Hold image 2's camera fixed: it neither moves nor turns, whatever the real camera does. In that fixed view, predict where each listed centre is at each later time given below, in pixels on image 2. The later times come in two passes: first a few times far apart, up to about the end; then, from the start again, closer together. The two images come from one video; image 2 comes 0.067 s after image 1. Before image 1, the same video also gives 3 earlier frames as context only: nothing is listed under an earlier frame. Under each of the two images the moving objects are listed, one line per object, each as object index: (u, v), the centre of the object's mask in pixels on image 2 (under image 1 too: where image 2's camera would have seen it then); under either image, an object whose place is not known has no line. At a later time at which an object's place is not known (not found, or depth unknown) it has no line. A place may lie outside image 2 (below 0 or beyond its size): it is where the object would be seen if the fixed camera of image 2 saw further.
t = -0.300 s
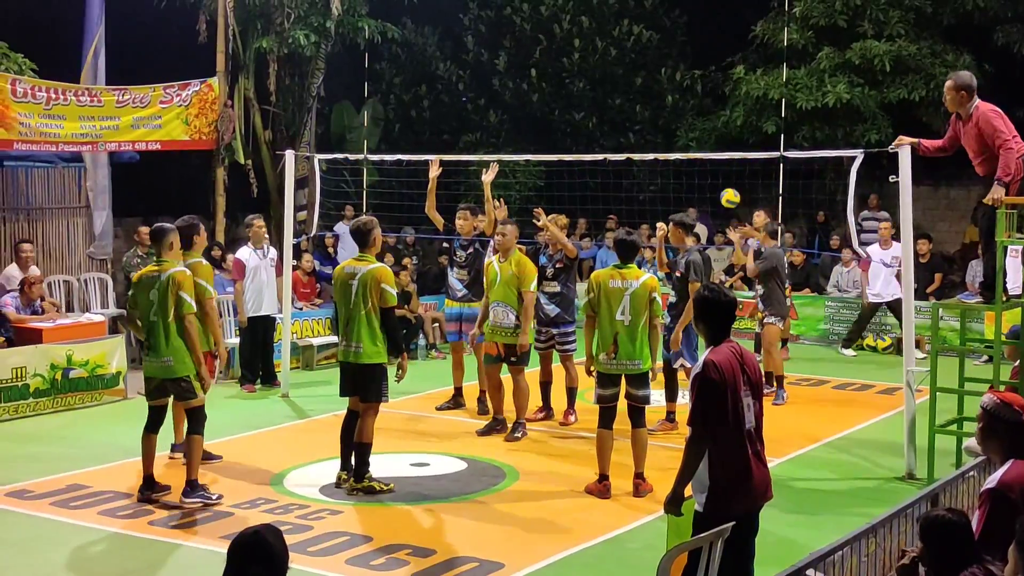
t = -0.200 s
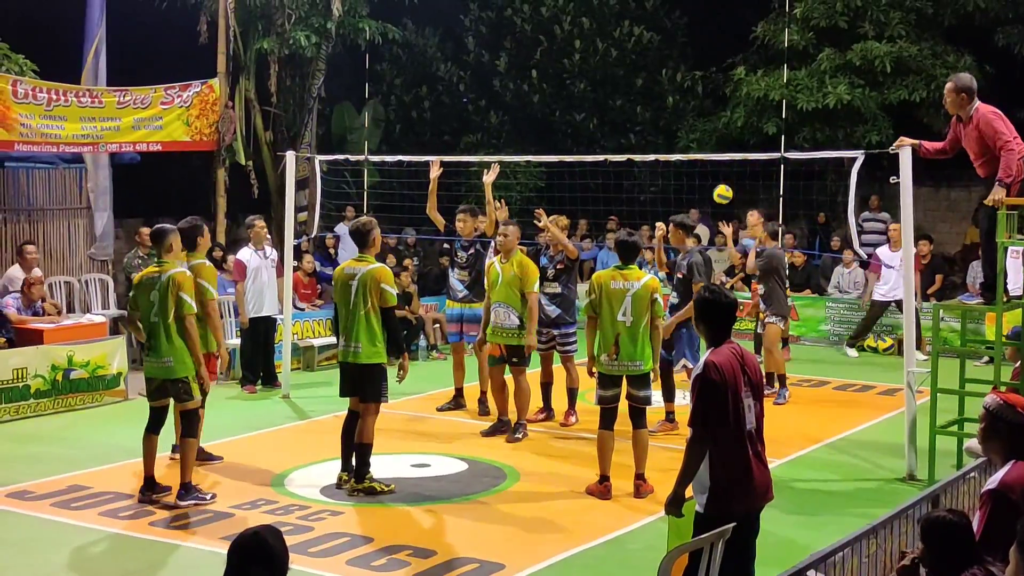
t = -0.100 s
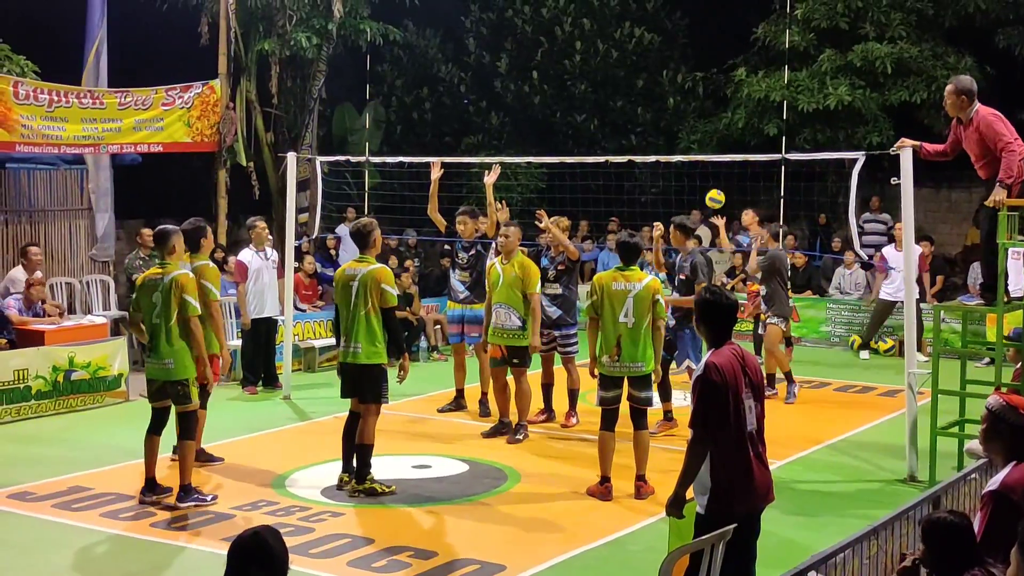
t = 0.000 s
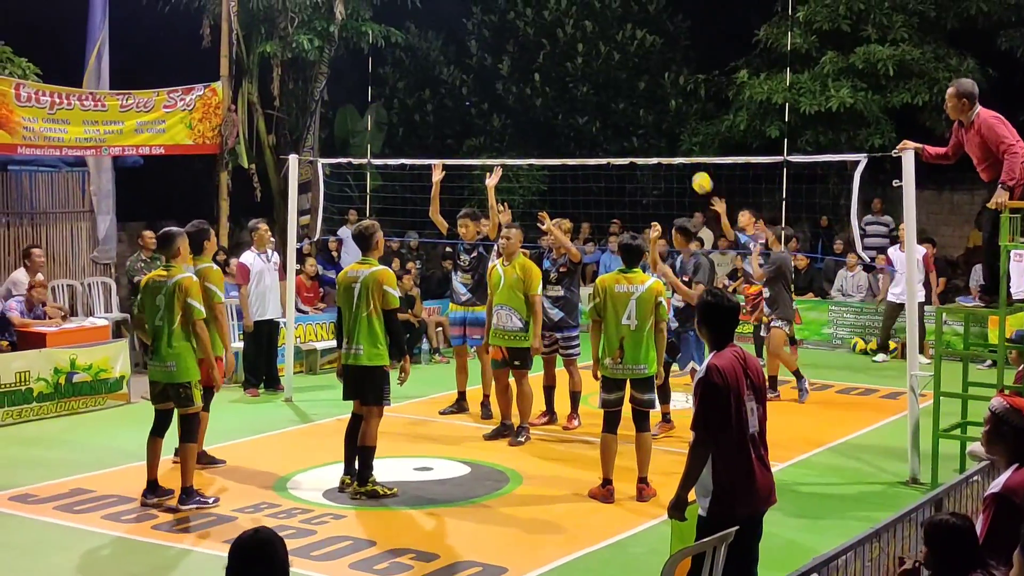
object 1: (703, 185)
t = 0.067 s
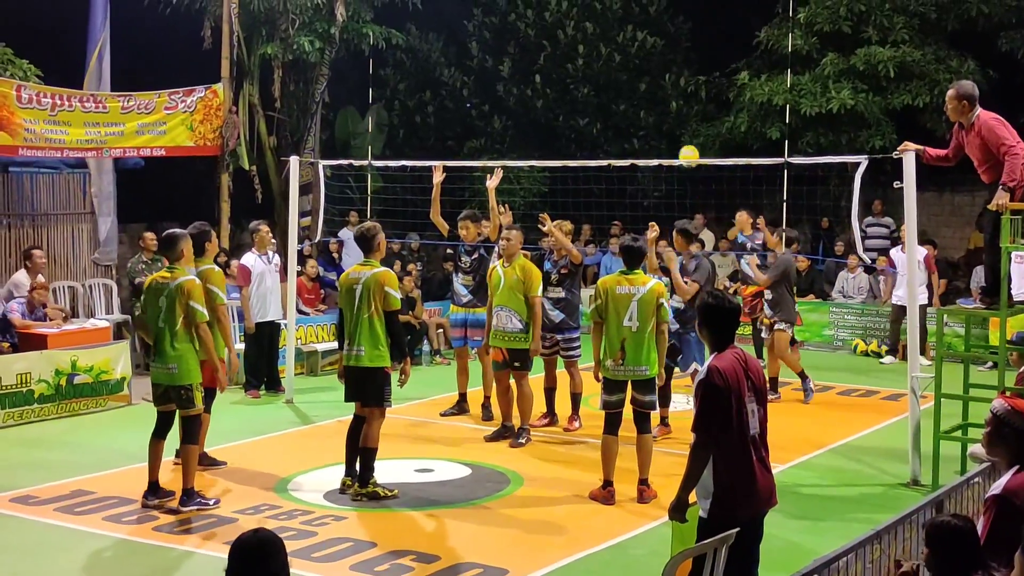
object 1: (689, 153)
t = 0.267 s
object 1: (644, 88)
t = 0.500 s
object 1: (578, 48)
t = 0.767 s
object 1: (486, 71)
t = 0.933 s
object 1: (423, 133)
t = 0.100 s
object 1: (682, 144)
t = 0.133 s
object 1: (675, 131)
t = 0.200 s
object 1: (660, 108)
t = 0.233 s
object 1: (652, 98)
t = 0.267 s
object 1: (644, 88)
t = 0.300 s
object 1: (635, 79)
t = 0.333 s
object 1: (626, 72)
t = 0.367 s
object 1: (617, 65)
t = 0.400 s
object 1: (607, 59)
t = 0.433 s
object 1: (597, 55)
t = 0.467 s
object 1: (588, 51)
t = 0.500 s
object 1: (578, 48)
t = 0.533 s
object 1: (566, 46)
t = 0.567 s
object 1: (556, 46)
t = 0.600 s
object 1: (545, 47)
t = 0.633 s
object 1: (533, 49)
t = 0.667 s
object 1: (522, 53)
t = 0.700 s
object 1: (511, 58)
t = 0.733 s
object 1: (499, 64)
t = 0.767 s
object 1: (486, 71)
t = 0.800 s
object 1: (474, 80)
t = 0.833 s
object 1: (462, 91)
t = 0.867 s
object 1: (449, 103)
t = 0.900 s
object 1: (436, 117)
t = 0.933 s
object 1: (423, 133)
